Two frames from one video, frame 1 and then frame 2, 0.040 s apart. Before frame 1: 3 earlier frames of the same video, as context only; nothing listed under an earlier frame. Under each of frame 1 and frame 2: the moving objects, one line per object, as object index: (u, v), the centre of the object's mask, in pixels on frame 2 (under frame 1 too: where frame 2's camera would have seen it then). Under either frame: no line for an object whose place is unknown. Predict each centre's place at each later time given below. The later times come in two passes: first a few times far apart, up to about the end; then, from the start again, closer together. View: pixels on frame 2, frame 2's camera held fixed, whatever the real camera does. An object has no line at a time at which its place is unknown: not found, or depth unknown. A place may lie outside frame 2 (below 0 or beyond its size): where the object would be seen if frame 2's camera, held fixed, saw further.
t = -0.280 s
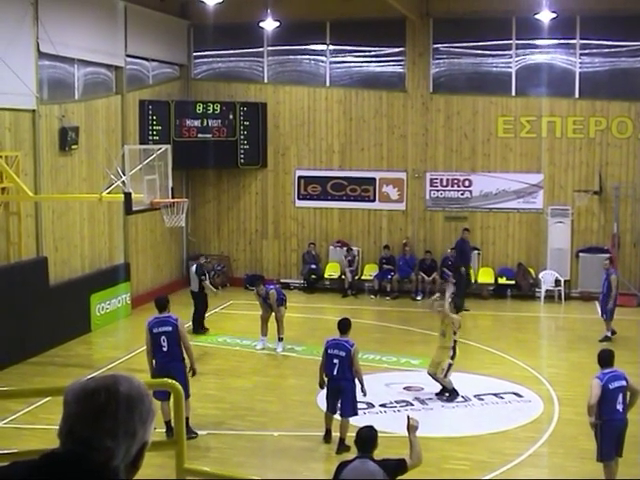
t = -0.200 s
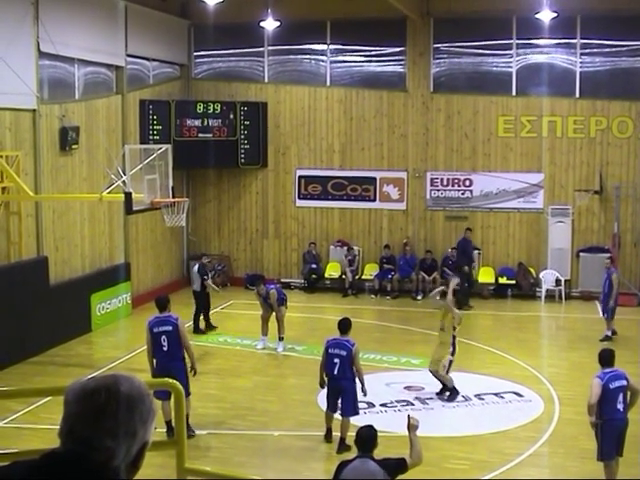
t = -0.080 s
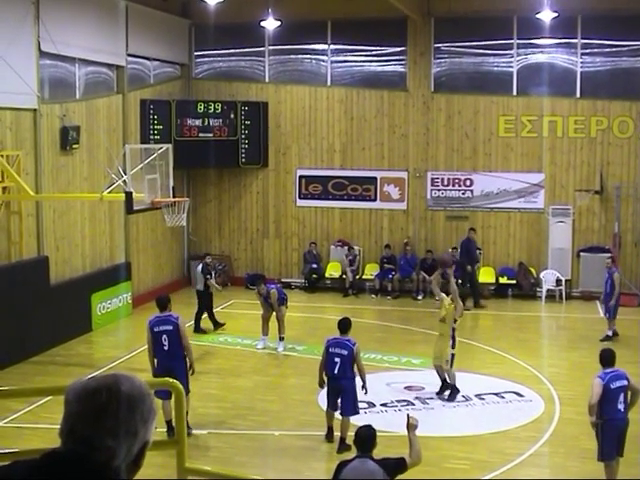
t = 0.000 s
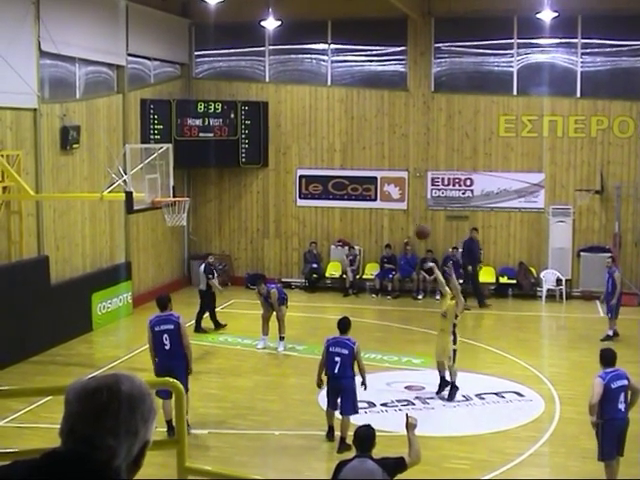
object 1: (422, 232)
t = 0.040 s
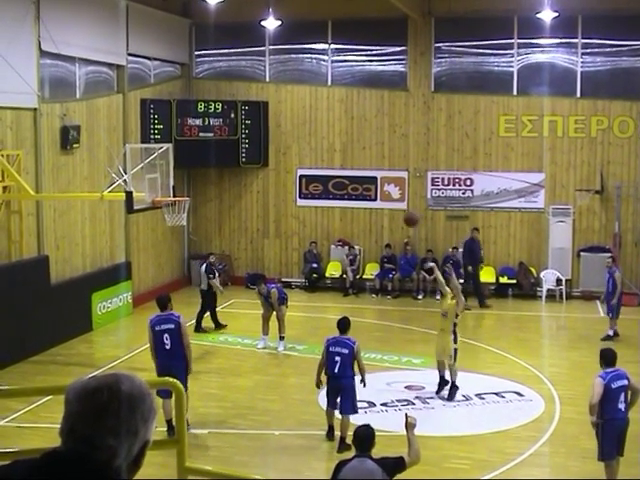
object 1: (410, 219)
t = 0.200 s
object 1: (366, 175)
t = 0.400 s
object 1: (310, 151)
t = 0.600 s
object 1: (258, 146)
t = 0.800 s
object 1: (208, 167)
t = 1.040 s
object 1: (166, 222)
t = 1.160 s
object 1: (161, 255)
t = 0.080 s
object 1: (399, 208)
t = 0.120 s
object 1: (387, 197)
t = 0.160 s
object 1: (377, 187)
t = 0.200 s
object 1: (366, 175)
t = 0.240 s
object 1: (354, 170)
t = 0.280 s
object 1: (343, 164)
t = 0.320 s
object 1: (332, 159)
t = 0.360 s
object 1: (321, 154)
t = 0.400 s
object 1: (310, 151)
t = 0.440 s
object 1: (299, 148)
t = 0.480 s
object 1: (289, 147)
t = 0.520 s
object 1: (278, 146)
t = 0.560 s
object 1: (269, 146)
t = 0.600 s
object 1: (258, 146)
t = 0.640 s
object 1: (247, 150)
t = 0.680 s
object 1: (237, 153)
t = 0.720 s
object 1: (228, 157)
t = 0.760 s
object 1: (218, 162)
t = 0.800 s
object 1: (208, 167)
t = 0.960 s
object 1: (169, 204)
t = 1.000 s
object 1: (166, 210)
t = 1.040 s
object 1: (166, 222)
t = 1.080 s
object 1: (165, 232)
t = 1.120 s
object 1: (163, 243)
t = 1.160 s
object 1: (161, 255)
